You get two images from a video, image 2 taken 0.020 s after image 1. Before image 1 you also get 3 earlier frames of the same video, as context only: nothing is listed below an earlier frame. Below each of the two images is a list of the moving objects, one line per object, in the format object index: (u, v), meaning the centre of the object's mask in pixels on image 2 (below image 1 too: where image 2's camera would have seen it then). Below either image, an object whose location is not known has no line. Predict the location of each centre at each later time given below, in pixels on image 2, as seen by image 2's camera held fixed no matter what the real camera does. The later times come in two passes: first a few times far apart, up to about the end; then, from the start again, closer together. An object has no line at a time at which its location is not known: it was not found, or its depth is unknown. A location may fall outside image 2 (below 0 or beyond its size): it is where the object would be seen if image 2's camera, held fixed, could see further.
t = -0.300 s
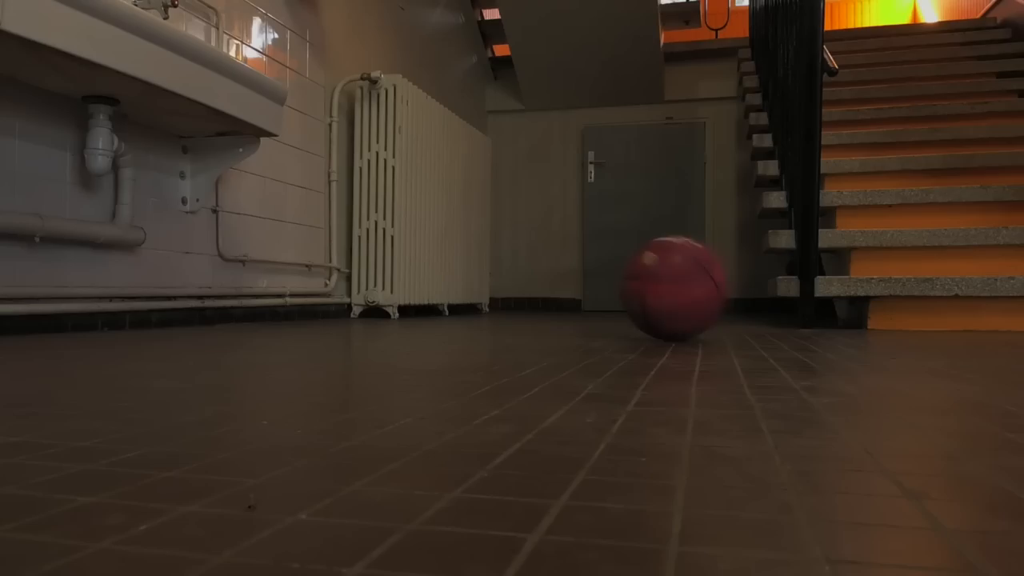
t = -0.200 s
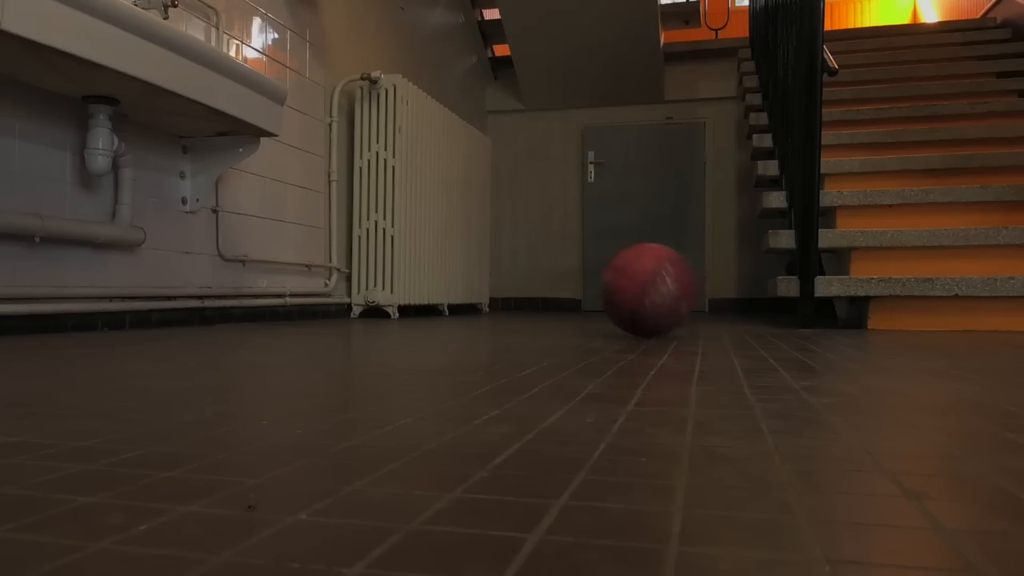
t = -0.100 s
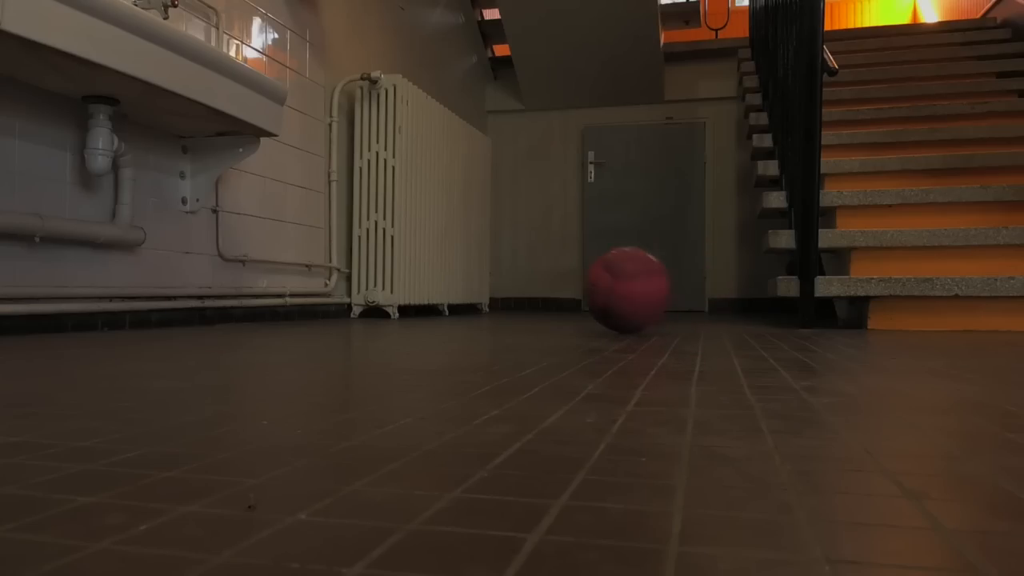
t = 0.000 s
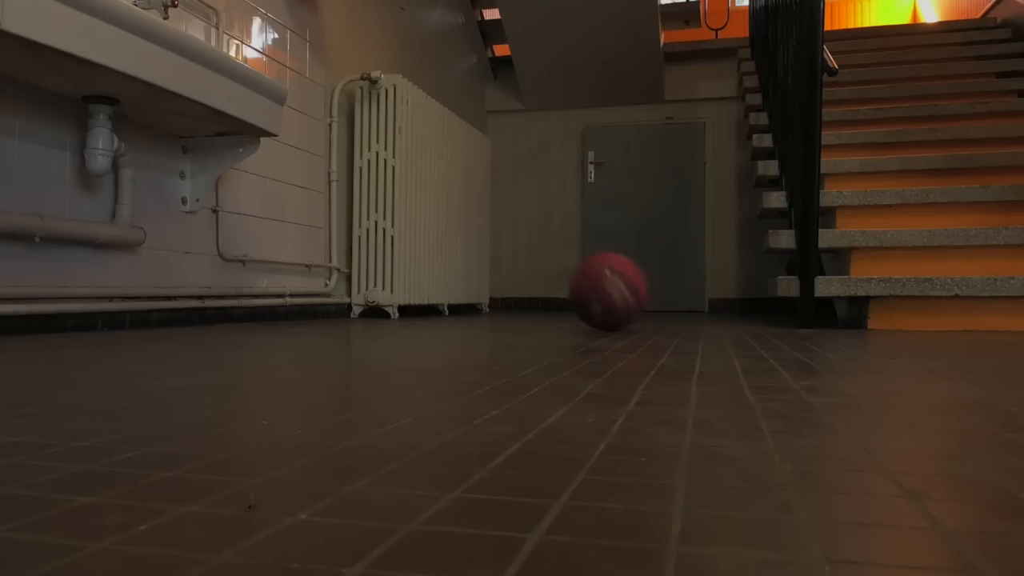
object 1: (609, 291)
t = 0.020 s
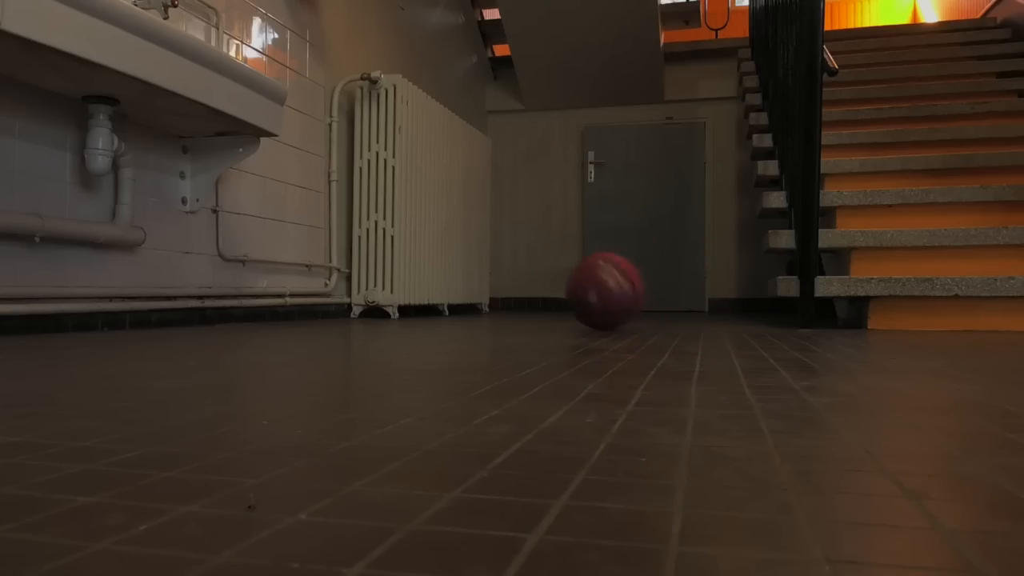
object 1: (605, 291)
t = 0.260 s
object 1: (568, 292)
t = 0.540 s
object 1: (534, 294)
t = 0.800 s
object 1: (508, 294)
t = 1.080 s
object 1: (484, 294)
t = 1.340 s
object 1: (499, 294)
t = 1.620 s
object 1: (517, 295)
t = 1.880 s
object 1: (530, 296)
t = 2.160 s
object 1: (544, 296)
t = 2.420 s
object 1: (552, 294)
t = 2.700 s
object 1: (556, 296)
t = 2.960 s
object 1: (558, 295)
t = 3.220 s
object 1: (563, 296)
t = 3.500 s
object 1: (568, 295)
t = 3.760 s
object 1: (577, 294)
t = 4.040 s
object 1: (591, 295)
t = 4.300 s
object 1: (604, 295)
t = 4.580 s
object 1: (623, 295)
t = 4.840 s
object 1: (643, 295)
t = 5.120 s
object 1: (665, 296)
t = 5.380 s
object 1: (686, 296)
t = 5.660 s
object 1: (708, 296)
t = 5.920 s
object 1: (729, 296)
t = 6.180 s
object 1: (749, 296)
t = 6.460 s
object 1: (761, 295)
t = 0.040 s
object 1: (602, 291)
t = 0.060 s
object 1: (598, 291)
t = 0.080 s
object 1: (595, 291)
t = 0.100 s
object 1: (592, 292)
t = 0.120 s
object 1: (589, 292)
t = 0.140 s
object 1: (586, 292)
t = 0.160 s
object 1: (583, 292)
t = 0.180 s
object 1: (580, 292)
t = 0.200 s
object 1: (577, 292)
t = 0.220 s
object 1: (573, 292)
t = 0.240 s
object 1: (570, 292)
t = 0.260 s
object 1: (568, 292)
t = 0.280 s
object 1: (566, 293)
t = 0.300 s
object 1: (563, 292)
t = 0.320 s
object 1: (560, 293)
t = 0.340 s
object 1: (558, 293)
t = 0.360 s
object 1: (556, 293)
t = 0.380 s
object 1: (554, 294)
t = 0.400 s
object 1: (551, 294)
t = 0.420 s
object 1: (548, 293)
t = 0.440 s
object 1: (546, 293)
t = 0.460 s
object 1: (543, 293)
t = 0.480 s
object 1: (540, 294)
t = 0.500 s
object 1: (538, 294)
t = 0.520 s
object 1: (536, 293)
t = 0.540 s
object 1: (534, 294)
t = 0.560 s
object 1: (532, 294)
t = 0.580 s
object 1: (530, 294)
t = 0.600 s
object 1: (528, 294)
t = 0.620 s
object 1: (525, 294)
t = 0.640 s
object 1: (524, 293)
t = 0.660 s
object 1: (521, 294)
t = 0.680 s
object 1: (520, 294)
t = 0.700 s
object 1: (518, 294)
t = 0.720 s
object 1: (516, 294)
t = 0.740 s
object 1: (514, 294)
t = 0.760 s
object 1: (512, 294)
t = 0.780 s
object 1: (510, 294)
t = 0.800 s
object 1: (508, 294)
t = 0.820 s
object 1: (506, 294)
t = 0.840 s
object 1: (504, 294)
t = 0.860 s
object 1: (503, 294)
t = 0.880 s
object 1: (501, 294)
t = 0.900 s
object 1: (499, 294)
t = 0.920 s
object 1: (497, 294)
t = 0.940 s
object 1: (496, 294)
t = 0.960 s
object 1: (494, 294)
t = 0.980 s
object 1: (492, 295)
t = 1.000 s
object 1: (491, 294)
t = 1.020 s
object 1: (489, 294)
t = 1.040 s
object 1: (487, 294)
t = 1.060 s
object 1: (486, 294)
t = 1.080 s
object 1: (484, 294)
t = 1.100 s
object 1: (483, 294)
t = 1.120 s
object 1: (481, 295)
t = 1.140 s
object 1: (481, 295)
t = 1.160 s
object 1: (482, 294)
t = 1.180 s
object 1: (485, 294)
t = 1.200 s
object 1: (488, 295)
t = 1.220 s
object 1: (490, 295)
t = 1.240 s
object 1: (492, 294)
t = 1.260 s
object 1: (494, 294)
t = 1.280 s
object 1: (495, 294)
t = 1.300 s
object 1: (497, 295)
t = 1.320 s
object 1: (498, 294)
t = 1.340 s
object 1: (499, 294)
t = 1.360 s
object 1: (500, 295)
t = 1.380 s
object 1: (501, 295)
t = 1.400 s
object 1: (502, 295)
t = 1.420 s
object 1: (504, 295)
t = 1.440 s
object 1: (505, 295)
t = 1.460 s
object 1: (507, 295)
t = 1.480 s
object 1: (508, 295)
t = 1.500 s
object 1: (509, 295)
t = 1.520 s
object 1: (510, 295)
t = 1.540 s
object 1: (512, 295)
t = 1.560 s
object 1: (514, 295)
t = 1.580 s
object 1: (515, 295)
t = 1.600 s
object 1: (516, 295)
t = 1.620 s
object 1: (517, 295)
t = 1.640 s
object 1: (518, 295)
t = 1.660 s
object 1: (519, 296)
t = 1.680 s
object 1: (520, 295)
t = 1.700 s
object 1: (521, 295)
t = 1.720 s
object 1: (522, 295)
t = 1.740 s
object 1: (523, 295)
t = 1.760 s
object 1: (524, 295)
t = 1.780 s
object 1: (525, 295)
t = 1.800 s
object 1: (526, 296)
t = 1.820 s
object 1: (527, 296)
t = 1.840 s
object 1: (528, 295)
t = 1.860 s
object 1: (529, 296)
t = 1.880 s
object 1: (530, 296)
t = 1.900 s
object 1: (531, 296)
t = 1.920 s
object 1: (532, 296)
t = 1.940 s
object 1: (533, 296)
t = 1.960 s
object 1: (534, 296)
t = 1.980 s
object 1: (535, 296)
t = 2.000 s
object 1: (536, 296)
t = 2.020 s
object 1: (537, 296)
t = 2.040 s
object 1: (538, 296)
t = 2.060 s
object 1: (539, 296)
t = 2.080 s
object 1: (540, 296)
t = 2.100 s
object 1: (541, 296)
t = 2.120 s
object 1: (542, 296)
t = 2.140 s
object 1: (543, 296)
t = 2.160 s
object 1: (544, 296)
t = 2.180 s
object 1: (545, 296)
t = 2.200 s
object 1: (546, 296)
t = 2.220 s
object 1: (547, 296)
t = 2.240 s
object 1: (547, 296)
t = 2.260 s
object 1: (548, 296)
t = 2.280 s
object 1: (549, 296)
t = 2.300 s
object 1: (550, 296)
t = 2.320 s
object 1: (550, 296)
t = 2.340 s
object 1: (551, 297)
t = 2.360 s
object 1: (551, 296)
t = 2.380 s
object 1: (552, 296)
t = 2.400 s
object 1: (552, 295)
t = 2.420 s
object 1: (552, 294)
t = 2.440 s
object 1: (552, 294)
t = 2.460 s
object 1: (553, 294)
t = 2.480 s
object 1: (553, 294)
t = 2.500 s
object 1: (553, 295)
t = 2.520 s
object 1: (554, 296)
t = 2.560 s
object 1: (554, 295)
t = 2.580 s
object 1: (554, 295)
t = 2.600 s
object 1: (555, 294)
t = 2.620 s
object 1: (555, 294)
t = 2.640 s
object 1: (555, 294)
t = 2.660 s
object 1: (555, 295)
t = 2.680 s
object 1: (555, 296)
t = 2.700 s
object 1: (556, 296)
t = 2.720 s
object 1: (556, 296)
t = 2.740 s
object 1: (556, 295)
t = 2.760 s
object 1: (556, 295)
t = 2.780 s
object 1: (557, 295)
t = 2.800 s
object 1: (556, 294)
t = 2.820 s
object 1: (557, 295)
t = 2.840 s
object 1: (557, 296)
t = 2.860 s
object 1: (557, 296)
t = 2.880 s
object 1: (557, 295)
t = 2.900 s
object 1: (558, 295)
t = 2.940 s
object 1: (558, 295)
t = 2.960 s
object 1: (558, 295)
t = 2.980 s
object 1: (559, 296)
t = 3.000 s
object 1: (559, 296)
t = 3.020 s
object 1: (559, 296)
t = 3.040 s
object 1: (560, 296)
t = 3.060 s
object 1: (560, 295)
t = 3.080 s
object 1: (560, 295)
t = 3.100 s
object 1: (561, 296)
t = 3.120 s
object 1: (561, 296)
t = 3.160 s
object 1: (562, 296)
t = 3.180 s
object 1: (562, 295)
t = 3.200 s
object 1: (563, 296)
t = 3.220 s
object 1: (563, 296)
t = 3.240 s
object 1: (563, 296)
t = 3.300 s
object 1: (564, 295)
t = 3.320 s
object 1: (565, 295)
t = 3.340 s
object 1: (565, 295)
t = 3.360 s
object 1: (565, 296)
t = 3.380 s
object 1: (565, 296)
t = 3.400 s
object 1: (566, 295)
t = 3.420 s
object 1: (566, 294)
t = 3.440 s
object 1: (566, 294)
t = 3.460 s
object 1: (567, 294)
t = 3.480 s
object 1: (568, 295)
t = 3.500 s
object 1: (568, 295)
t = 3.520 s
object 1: (568, 294)
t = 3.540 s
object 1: (569, 294)
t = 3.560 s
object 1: (569, 294)
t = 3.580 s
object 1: (570, 294)
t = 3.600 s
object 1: (571, 295)
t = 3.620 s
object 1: (571, 295)
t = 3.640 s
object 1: (572, 295)
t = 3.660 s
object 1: (573, 294)
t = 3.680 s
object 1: (574, 294)
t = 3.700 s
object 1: (574, 295)
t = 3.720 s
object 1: (575, 295)
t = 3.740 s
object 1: (576, 295)
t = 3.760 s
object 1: (577, 294)
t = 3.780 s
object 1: (578, 294)
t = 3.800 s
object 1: (579, 295)
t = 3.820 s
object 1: (580, 296)
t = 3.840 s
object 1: (580, 295)
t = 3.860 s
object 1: (581, 295)
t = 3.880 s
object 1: (582, 295)
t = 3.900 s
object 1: (583, 295)
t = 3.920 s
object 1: (584, 296)
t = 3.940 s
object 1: (585, 295)
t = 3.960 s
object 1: (586, 295)
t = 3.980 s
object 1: (587, 295)
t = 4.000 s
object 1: (589, 296)
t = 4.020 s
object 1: (590, 296)
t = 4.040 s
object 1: (591, 295)
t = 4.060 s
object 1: (592, 295)
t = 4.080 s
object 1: (593, 295)
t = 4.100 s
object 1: (594, 295)
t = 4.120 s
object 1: (595, 295)
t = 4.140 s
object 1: (596, 295)
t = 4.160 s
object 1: (597, 295)
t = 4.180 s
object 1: (598, 295)
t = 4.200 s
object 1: (600, 295)
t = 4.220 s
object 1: (601, 295)
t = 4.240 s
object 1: (602, 295)
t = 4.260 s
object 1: (603, 295)
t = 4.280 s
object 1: (604, 295)
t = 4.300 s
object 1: (604, 295)
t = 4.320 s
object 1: (606, 295)
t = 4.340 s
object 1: (607, 295)
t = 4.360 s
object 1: (609, 295)
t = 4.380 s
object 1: (610, 295)
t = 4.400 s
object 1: (611, 295)
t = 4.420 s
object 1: (613, 295)
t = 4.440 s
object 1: (614, 295)
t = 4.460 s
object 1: (615, 295)
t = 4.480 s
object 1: (617, 295)
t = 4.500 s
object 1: (618, 295)
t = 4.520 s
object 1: (619, 295)
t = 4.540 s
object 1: (621, 296)
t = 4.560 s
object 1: (622, 295)
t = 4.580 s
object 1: (623, 295)
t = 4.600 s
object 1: (625, 295)
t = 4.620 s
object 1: (626, 295)
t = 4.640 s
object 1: (628, 295)
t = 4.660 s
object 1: (629, 295)
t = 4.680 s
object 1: (631, 295)
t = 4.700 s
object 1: (632, 295)
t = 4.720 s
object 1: (634, 295)
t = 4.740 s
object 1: (635, 295)
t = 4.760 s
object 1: (637, 295)
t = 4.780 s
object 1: (638, 295)
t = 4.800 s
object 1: (640, 295)
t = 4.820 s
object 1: (641, 295)
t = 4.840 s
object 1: (643, 295)
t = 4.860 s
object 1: (645, 295)
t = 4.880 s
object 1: (646, 295)
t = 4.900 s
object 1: (648, 295)
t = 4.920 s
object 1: (649, 295)
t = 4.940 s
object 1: (651, 295)
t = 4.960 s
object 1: (653, 295)
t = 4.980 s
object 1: (654, 295)
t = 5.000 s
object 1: (655, 295)
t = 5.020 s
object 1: (657, 295)
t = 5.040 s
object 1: (659, 295)
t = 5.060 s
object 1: (660, 295)
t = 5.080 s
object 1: (662, 295)
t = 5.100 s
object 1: (664, 295)
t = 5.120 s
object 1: (665, 296)
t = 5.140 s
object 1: (667, 296)
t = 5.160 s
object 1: (668, 296)
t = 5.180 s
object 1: (670, 295)
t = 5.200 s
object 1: (672, 295)
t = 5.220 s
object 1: (673, 295)
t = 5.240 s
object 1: (675, 296)
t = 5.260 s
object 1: (676, 295)
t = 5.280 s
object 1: (678, 296)
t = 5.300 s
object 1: (680, 296)
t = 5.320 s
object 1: (681, 295)
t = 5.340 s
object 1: (683, 295)
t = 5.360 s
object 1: (684, 296)
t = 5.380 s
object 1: (686, 296)
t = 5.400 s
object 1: (688, 296)
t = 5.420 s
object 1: (689, 296)
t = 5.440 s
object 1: (691, 296)
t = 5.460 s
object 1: (693, 296)
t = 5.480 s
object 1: (694, 296)
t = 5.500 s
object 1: (695, 296)
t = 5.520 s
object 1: (697, 295)
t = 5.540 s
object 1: (698, 295)
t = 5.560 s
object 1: (700, 296)
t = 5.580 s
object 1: (702, 295)
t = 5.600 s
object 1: (703, 295)
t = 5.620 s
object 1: (705, 295)
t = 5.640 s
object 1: (707, 296)
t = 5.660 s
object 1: (708, 296)
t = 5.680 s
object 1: (710, 296)
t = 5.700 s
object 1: (712, 296)
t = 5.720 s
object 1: (713, 296)
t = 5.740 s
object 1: (715, 296)
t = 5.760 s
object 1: (716, 296)
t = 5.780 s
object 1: (718, 296)
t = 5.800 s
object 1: (720, 296)
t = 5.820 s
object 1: (721, 296)
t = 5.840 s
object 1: (723, 296)
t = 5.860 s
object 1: (725, 296)
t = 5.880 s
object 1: (726, 296)
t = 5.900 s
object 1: (728, 296)
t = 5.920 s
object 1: (729, 296)
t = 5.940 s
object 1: (730, 296)
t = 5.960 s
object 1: (731, 296)
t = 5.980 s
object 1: (733, 296)
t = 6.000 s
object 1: (735, 295)
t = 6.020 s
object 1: (737, 295)
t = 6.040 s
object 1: (739, 295)
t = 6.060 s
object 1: (741, 295)
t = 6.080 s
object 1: (742, 295)
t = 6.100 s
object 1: (744, 295)
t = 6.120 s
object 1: (746, 295)
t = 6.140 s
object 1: (747, 296)
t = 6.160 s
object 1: (748, 295)
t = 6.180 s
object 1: (749, 296)
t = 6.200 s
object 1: (750, 296)
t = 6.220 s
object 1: (751, 295)
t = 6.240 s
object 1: (751, 295)
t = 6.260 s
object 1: (752, 296)
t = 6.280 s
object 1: (753, 295)
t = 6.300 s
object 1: (754, 296)
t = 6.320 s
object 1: (754, 295)
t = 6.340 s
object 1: (754, 296)
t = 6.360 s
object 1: (756, 296)
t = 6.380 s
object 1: (756, 295)
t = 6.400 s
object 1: (757, 294)
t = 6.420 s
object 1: (758, 294)
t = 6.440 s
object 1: (759, 295)
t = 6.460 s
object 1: (761, 295)
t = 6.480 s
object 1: (763, 296)
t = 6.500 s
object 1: (763, 296)
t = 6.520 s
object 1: (764, 296)
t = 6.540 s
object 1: (767, 297)
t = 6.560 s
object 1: (768, 299)
